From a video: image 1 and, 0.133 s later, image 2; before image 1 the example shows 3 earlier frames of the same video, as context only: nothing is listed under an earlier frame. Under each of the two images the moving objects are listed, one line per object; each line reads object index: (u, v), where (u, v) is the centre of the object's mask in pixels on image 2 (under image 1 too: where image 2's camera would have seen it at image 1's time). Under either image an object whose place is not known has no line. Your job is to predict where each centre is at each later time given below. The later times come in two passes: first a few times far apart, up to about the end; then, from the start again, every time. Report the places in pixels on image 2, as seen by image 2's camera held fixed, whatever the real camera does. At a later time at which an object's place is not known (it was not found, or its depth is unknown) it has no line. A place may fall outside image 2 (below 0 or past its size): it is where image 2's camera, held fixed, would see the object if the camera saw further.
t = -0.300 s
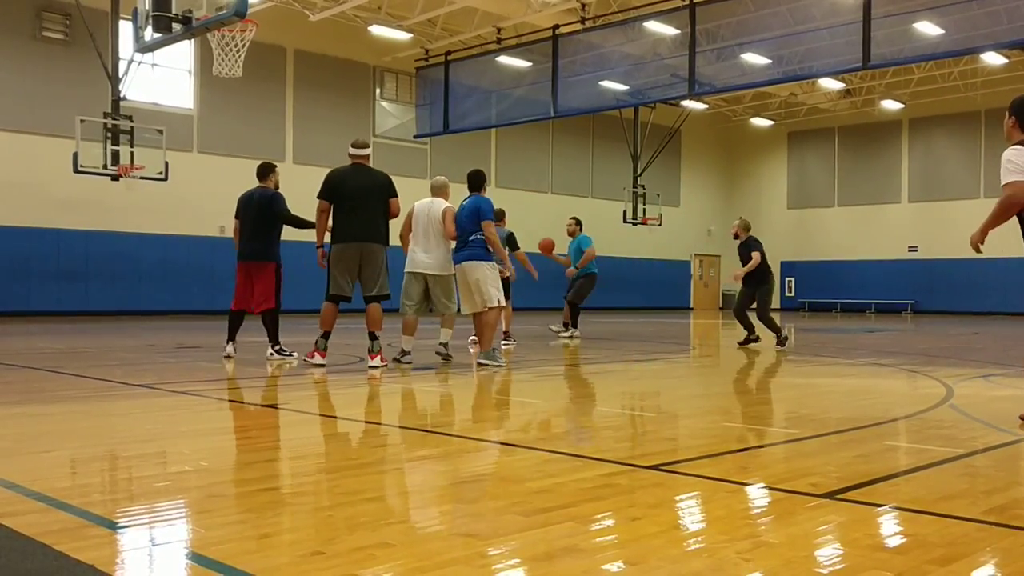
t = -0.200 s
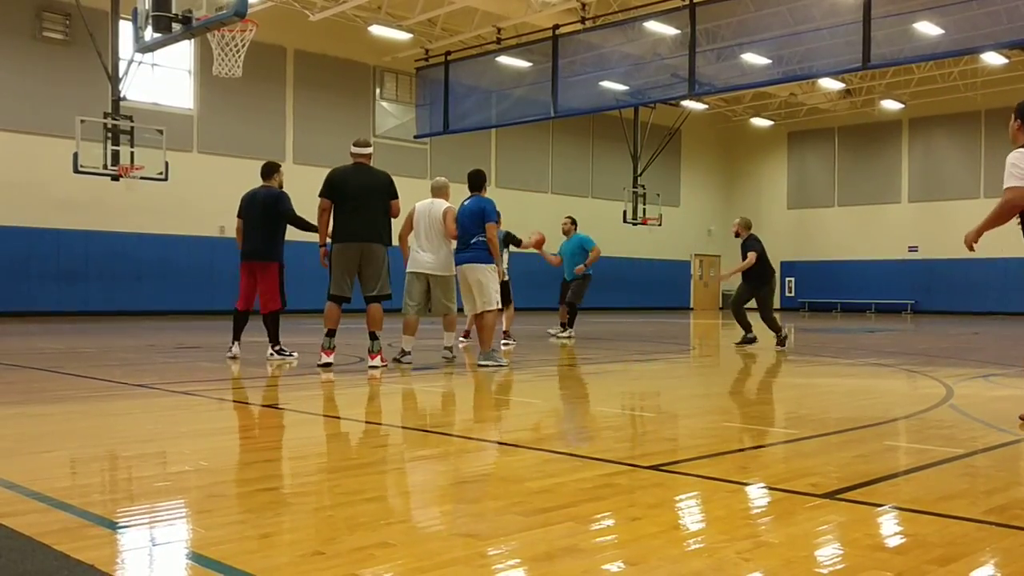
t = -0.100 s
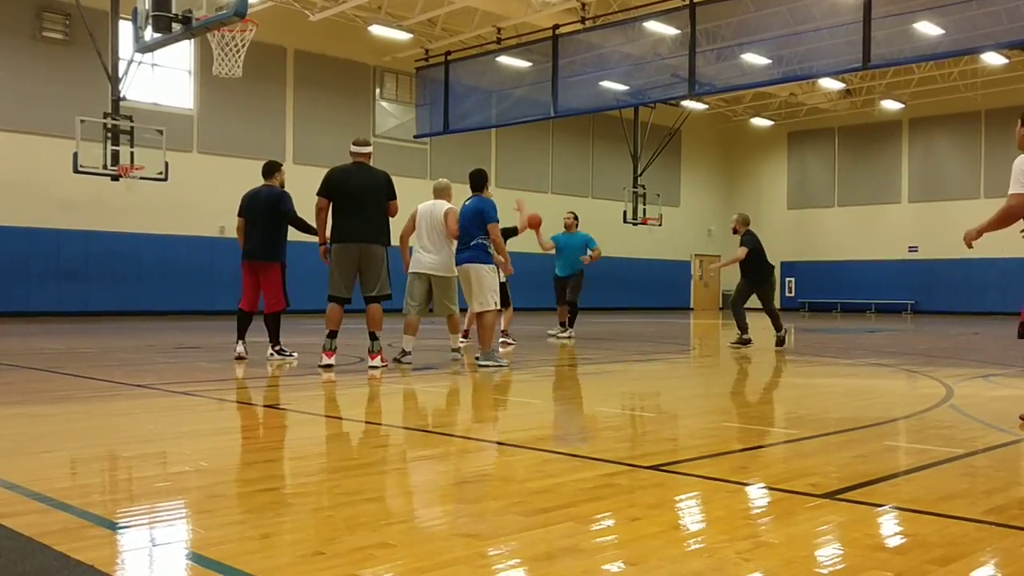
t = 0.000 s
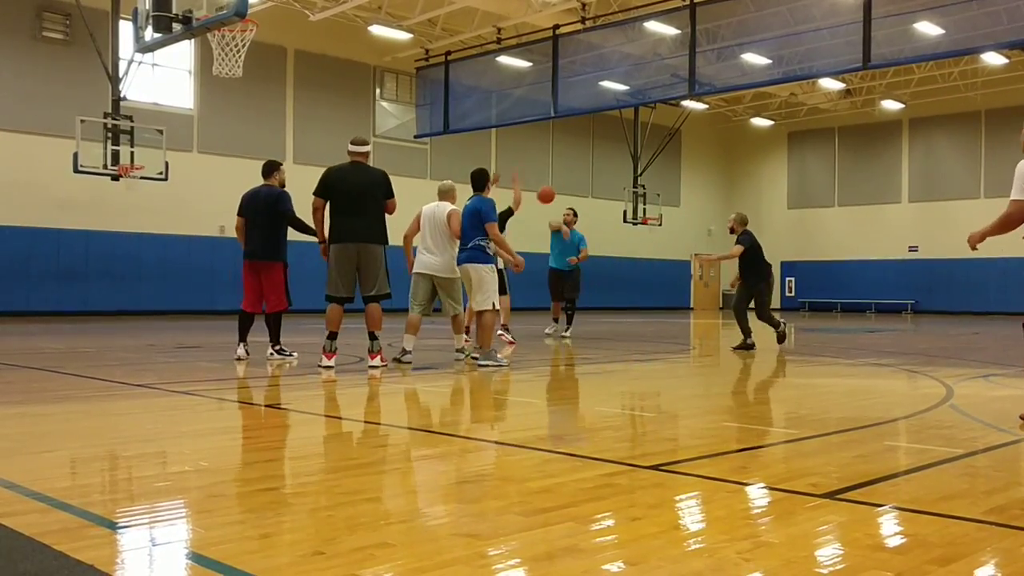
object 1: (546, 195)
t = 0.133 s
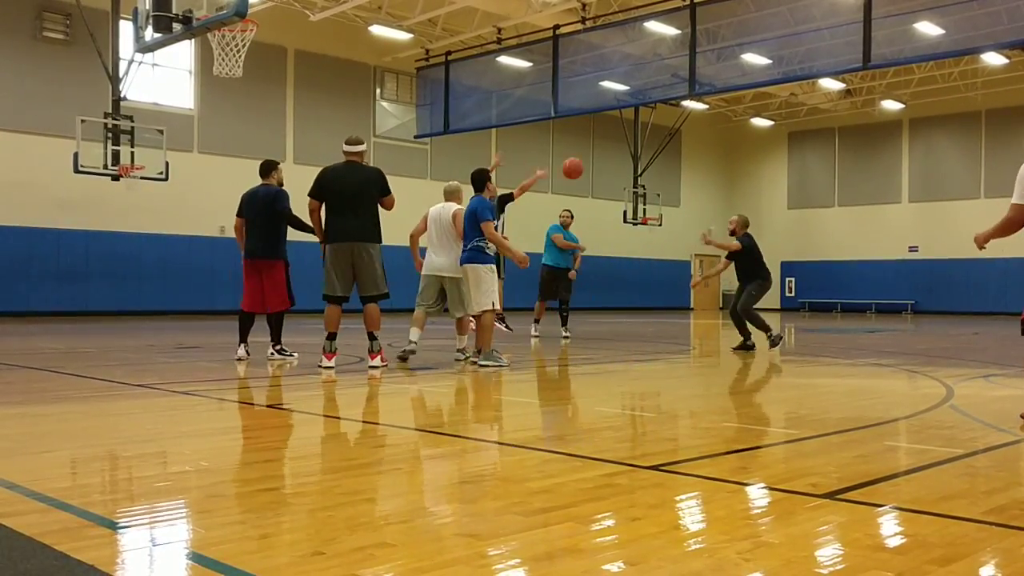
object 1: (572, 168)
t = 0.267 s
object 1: (603, 149)
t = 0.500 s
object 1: (678, 146)
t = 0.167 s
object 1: (579, 162)
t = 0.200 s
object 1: (587, 157)
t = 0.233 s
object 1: (595, 153)
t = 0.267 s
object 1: (603, 149)
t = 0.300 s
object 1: (613, 145)
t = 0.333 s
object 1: (622, 143)
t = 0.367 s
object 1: (631, 141)
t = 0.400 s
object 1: (642, 141)
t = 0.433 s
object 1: (654, 141)
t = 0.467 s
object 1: (666, 143)
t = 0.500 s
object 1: (678, 146)
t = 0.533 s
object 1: (694, 152)
